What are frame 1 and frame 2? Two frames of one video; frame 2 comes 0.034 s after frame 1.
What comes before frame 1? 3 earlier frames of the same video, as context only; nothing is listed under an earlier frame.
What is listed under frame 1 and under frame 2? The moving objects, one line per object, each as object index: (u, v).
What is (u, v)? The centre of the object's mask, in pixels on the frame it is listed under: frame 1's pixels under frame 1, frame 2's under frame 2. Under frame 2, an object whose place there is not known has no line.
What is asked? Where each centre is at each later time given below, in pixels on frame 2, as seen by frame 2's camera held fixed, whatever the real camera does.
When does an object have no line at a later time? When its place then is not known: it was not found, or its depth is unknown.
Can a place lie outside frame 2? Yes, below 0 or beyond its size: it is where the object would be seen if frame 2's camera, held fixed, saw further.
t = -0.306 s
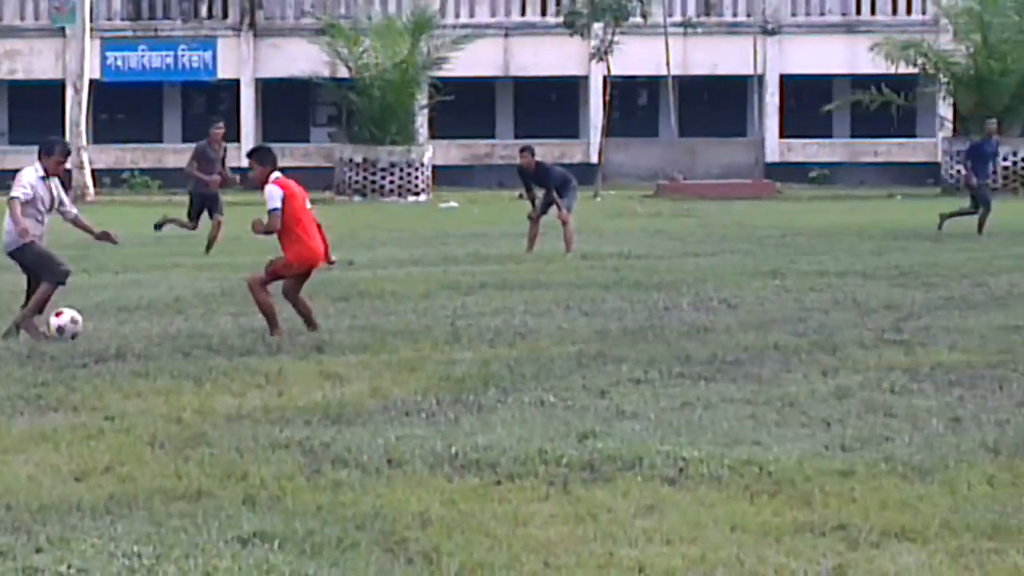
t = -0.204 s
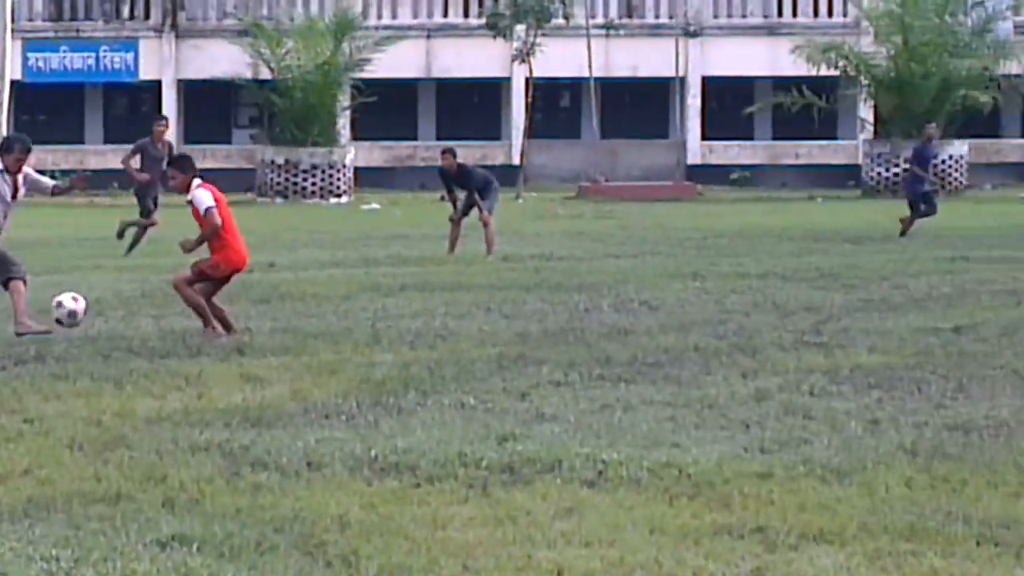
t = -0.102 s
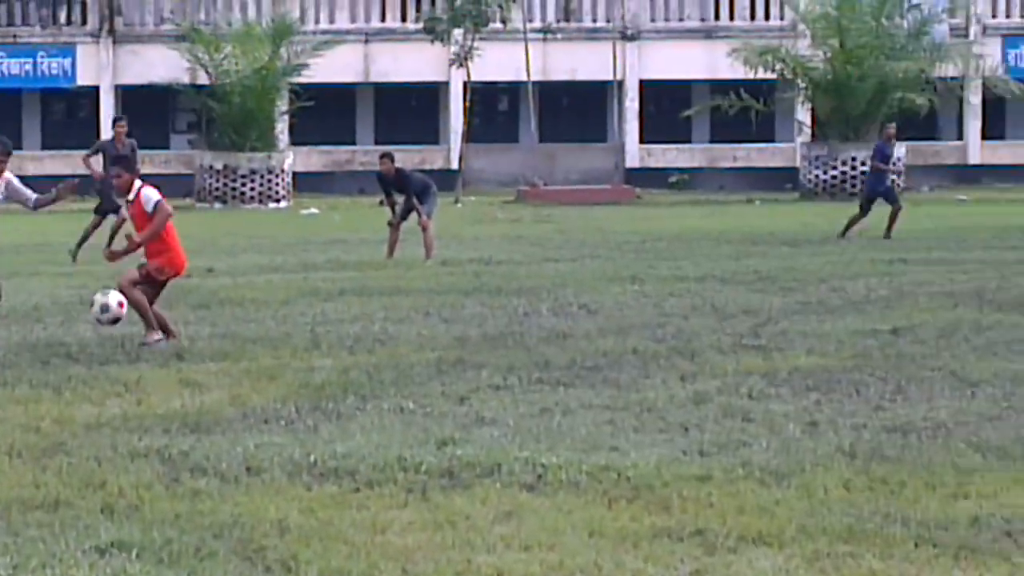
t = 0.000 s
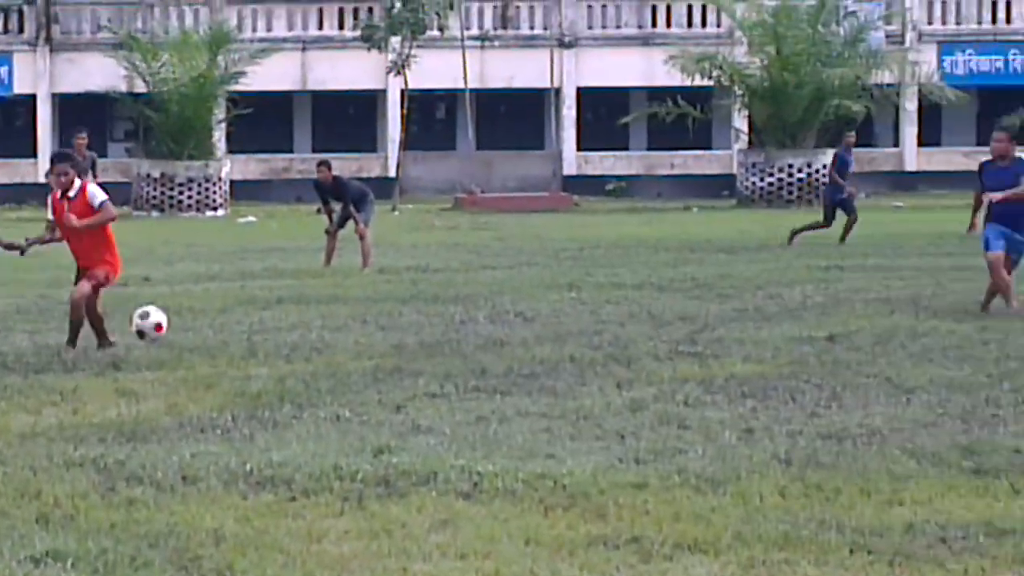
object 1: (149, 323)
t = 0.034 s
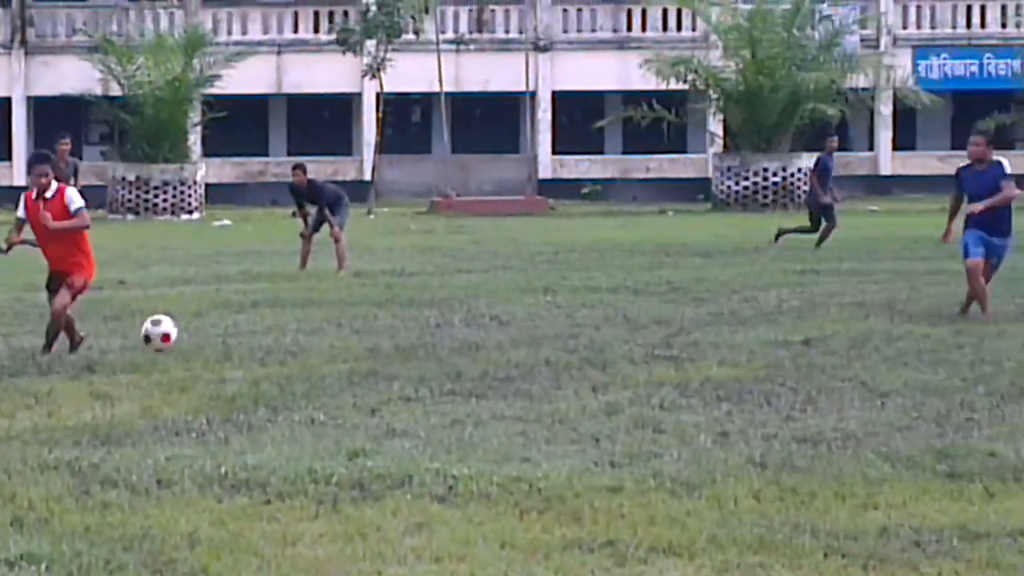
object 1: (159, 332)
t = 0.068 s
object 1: (192, 341)
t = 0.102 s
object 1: (228, 349)
